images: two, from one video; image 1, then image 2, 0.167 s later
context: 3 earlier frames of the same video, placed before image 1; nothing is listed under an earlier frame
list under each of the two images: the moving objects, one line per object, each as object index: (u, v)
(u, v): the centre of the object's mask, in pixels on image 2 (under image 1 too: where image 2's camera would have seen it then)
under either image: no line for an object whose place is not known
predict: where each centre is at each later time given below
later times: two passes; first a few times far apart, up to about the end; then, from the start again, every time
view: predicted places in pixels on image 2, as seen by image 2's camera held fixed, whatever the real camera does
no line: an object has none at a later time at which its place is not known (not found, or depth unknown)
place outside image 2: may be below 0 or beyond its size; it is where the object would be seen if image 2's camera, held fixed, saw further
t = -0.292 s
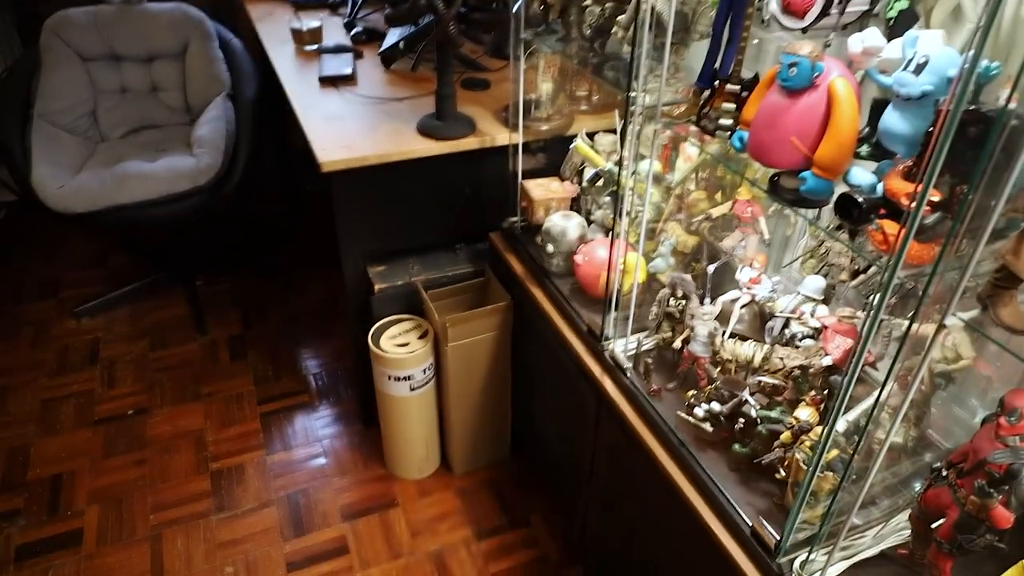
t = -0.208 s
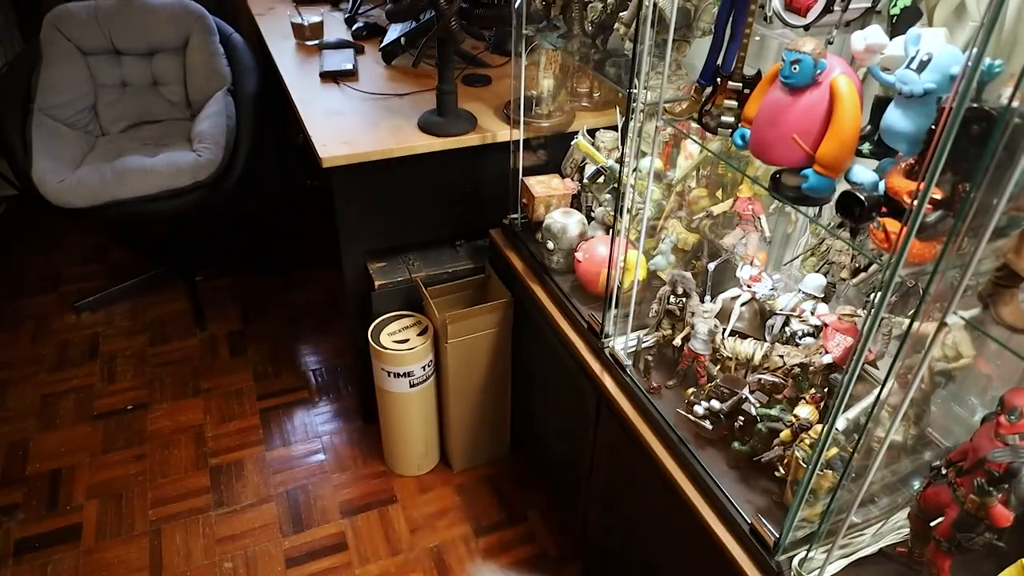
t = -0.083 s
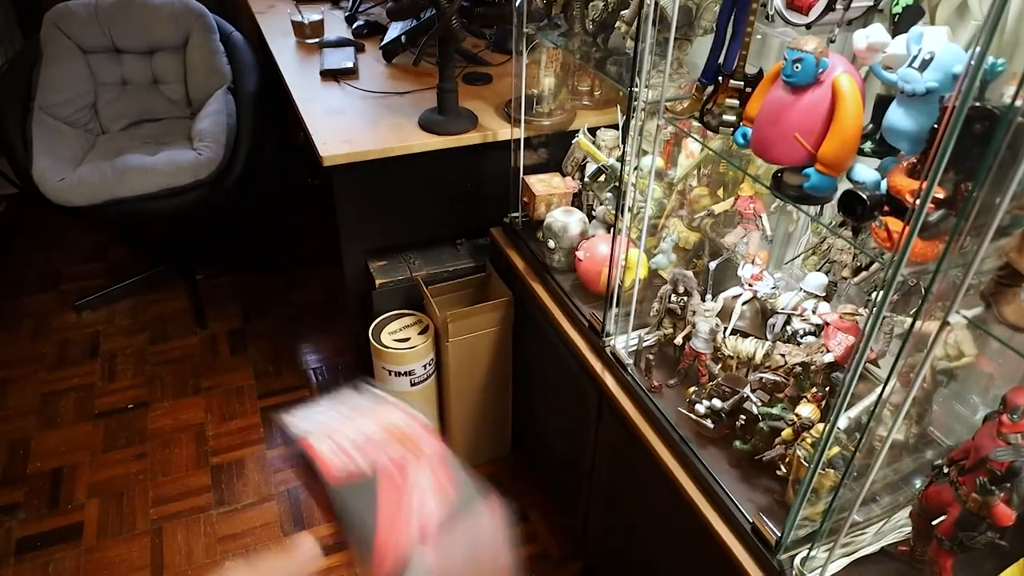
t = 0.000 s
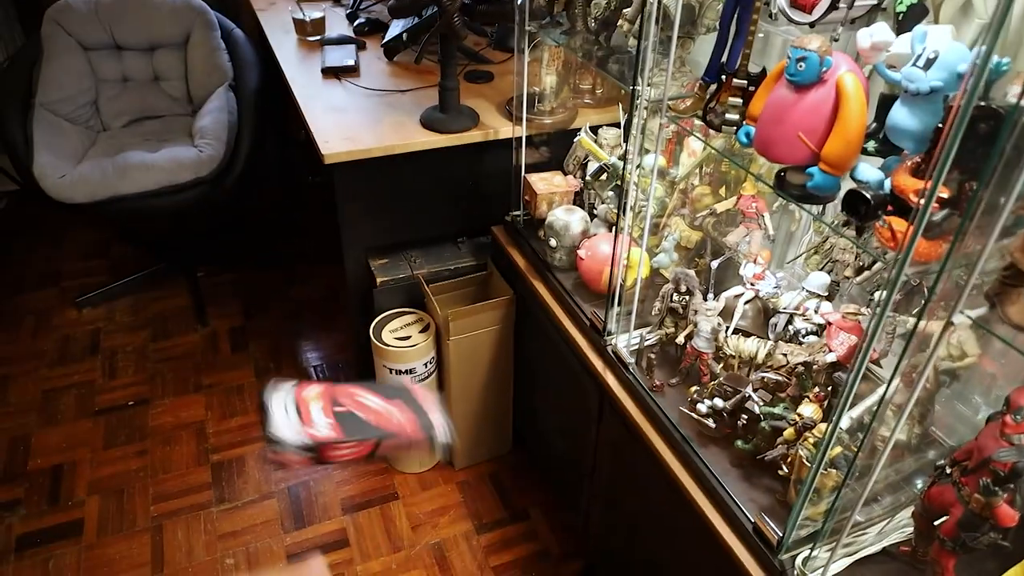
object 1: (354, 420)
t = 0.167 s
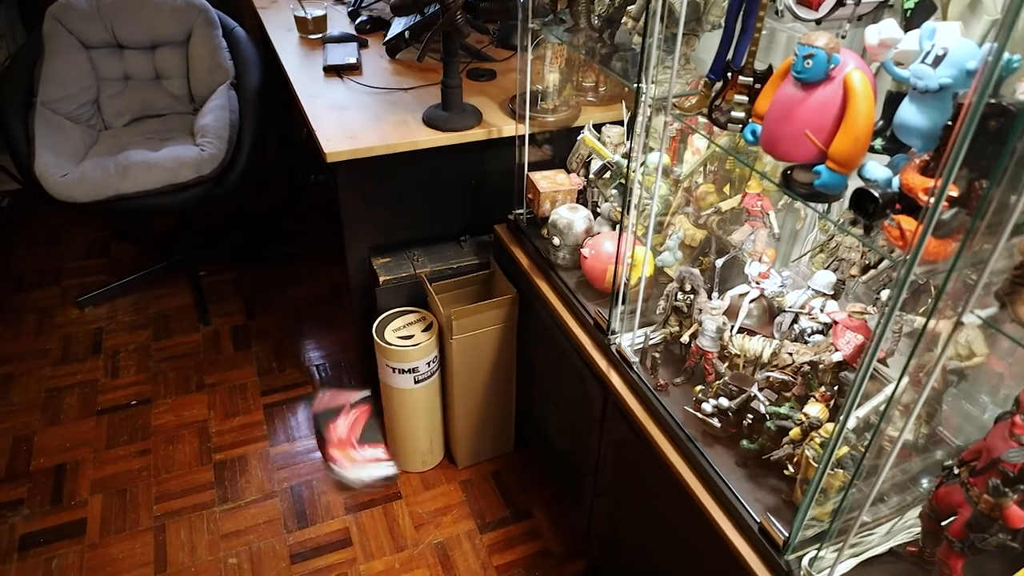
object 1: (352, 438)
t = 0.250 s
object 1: (356, 462)
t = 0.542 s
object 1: (343, 447)
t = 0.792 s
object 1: (343, 444)
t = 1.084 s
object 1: (343, 444)
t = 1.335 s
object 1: (343, 444)
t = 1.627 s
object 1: (343, 445)
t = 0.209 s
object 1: (353, 449)
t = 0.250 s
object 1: (356, 462)
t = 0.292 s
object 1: (354, 477)
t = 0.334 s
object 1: (347, 472)
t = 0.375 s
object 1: (348, 460)
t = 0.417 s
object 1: (345, 453)
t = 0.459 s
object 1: (343, 450)
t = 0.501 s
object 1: (343, 449)
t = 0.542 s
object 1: (343, 447)
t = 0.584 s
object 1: (343, 445)
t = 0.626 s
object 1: (343, 445)
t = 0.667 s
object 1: (343, 444)
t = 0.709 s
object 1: (343, 445)
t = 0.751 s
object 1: (343, 444)
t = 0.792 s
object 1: (343, 444)
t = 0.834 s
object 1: (343, 444)
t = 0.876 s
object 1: (343, 445)
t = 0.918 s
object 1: (343, 444)
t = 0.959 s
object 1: (343, 444)
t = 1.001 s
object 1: (343, 444)
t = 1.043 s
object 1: (343, 444)
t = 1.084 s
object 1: (343, 444)
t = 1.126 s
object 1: (343, 444)
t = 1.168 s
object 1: (343, 444)
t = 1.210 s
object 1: (343, 444)
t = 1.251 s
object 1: (343, 444)
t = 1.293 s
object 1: (343, 445)
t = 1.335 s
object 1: (343, 444)
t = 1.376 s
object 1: (343, 445)
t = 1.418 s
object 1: (343, 444)
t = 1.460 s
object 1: (343, 444)
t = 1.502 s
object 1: (343, 444)
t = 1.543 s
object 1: (343, 444)
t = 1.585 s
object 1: (343, 444)
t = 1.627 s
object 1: (343, 445)
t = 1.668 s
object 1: (343, 445)
